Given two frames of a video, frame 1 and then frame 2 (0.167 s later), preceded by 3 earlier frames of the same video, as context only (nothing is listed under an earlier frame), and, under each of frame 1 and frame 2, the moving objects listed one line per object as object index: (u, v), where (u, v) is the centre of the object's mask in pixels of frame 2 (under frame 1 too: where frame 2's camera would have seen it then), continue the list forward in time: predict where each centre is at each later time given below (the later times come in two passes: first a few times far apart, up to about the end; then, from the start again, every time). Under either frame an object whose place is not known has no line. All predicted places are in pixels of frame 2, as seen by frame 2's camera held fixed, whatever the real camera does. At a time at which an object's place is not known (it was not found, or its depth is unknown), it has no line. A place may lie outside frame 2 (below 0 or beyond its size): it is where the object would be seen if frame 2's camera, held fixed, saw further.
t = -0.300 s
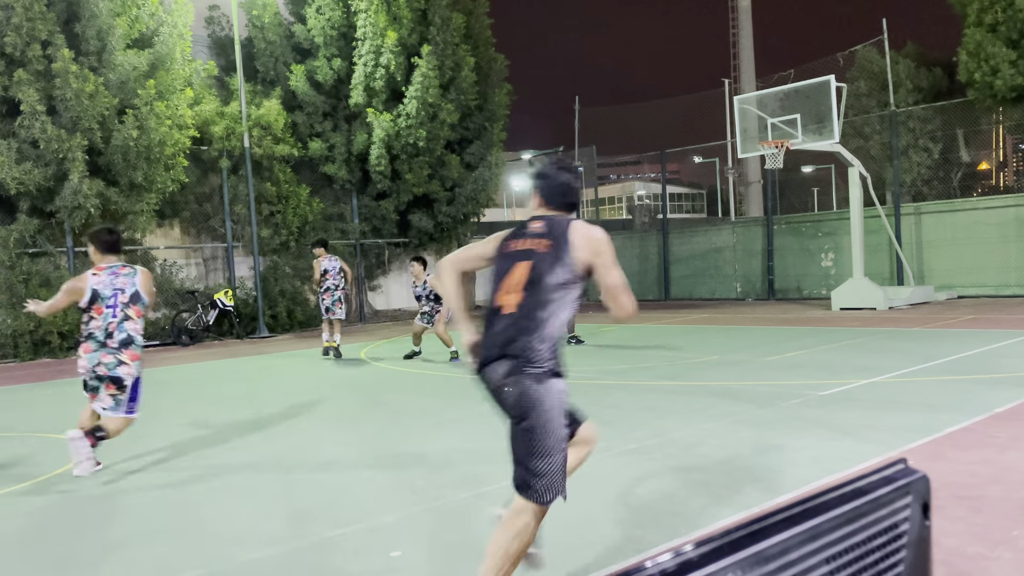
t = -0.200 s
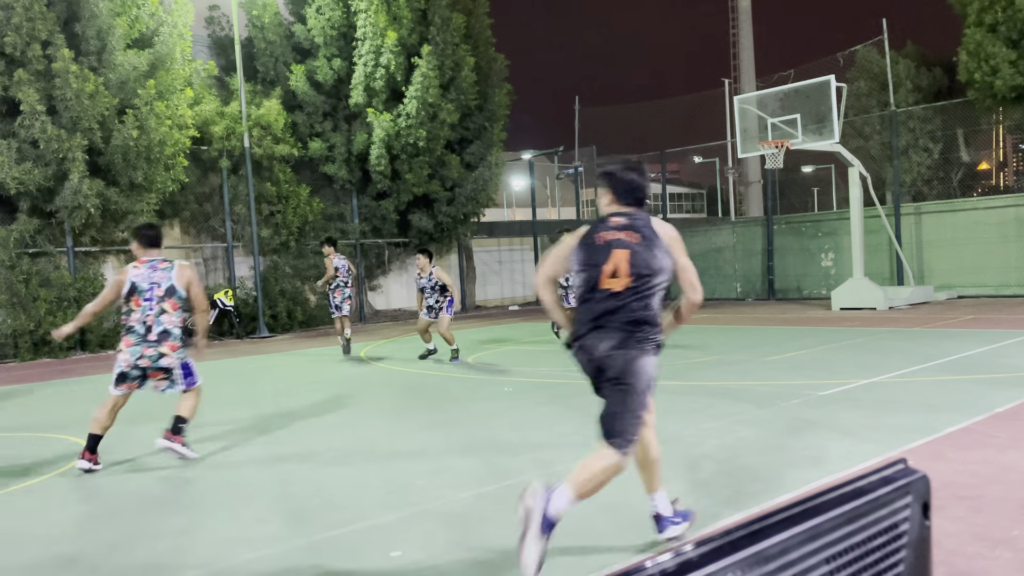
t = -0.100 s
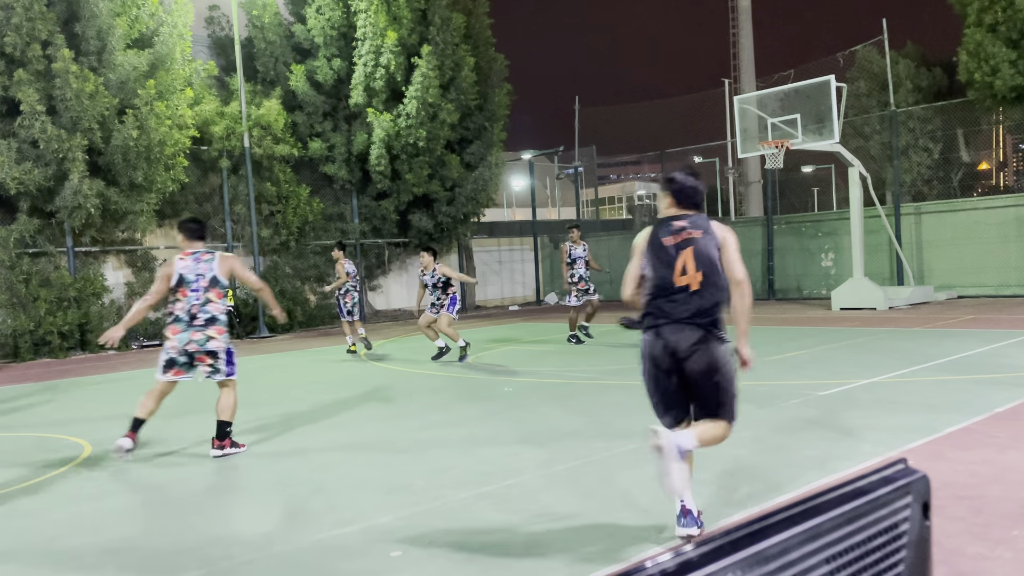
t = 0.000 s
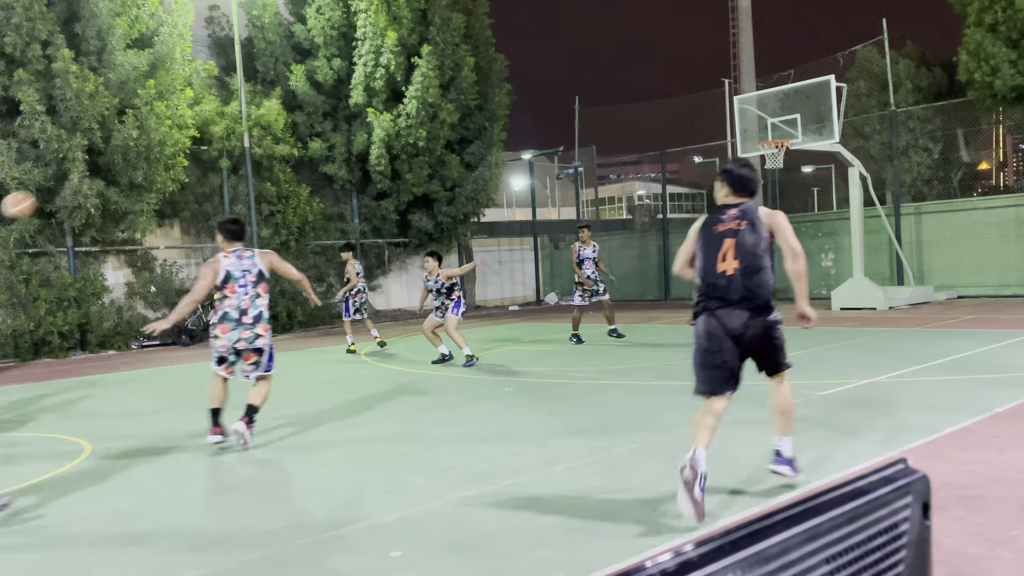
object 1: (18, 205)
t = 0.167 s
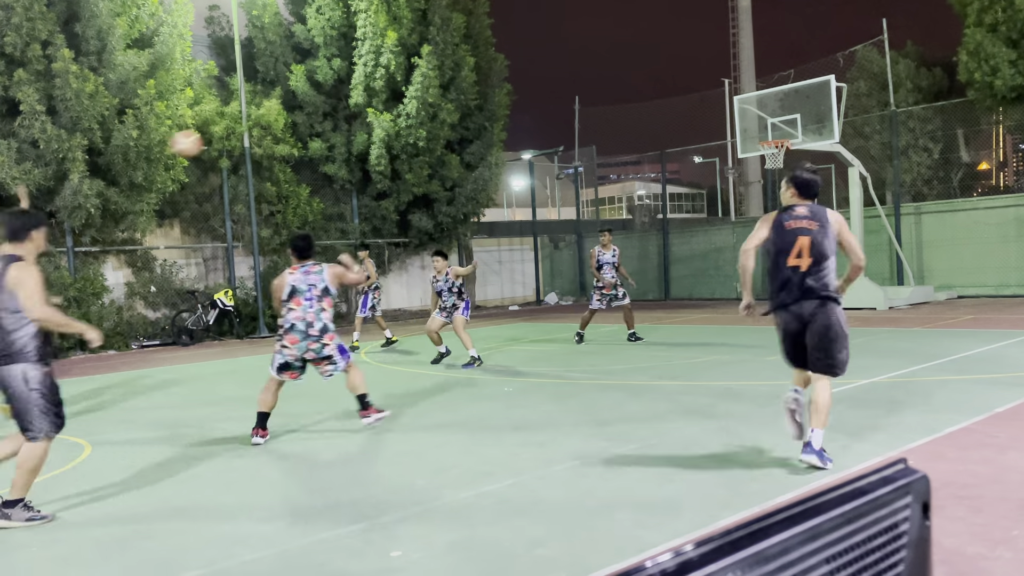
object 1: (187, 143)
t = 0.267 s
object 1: (290, 119)
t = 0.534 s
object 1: (569, 100)
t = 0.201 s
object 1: (220, 134)
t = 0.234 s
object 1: (256, 126)
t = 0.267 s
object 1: (290, 119)
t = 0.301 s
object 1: (324, 113)
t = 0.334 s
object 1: (358, 108)
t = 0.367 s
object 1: (392, 104)
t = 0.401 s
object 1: (428, 101)
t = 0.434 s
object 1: (463, 98)
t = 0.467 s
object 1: (498, 98)
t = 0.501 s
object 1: (532, 98)
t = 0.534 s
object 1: (569, 100)
